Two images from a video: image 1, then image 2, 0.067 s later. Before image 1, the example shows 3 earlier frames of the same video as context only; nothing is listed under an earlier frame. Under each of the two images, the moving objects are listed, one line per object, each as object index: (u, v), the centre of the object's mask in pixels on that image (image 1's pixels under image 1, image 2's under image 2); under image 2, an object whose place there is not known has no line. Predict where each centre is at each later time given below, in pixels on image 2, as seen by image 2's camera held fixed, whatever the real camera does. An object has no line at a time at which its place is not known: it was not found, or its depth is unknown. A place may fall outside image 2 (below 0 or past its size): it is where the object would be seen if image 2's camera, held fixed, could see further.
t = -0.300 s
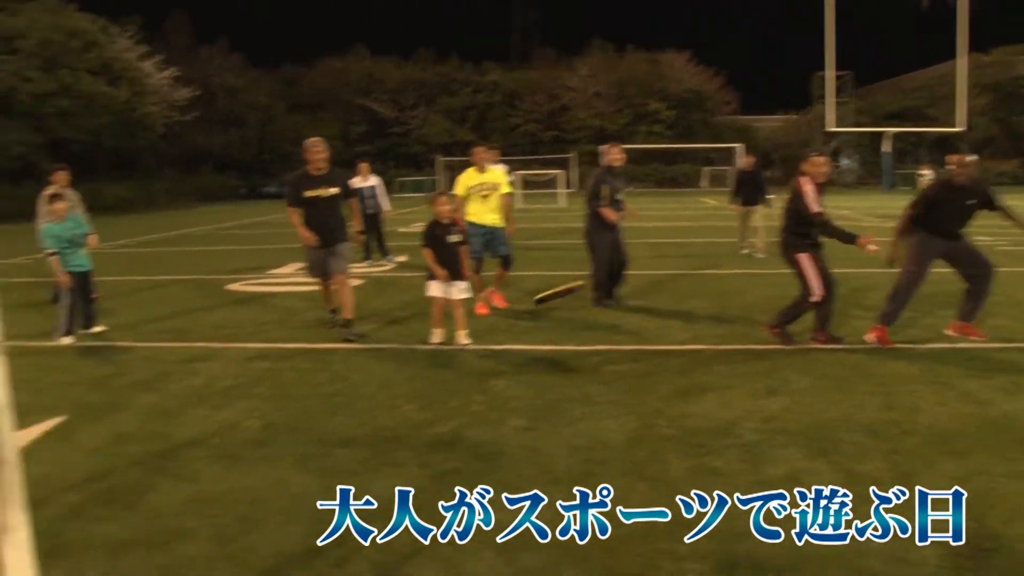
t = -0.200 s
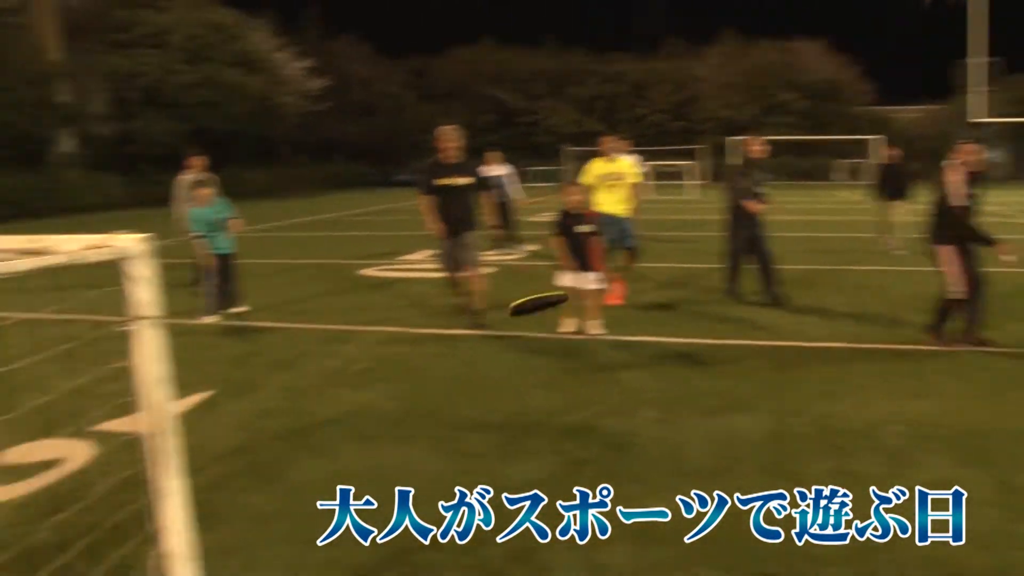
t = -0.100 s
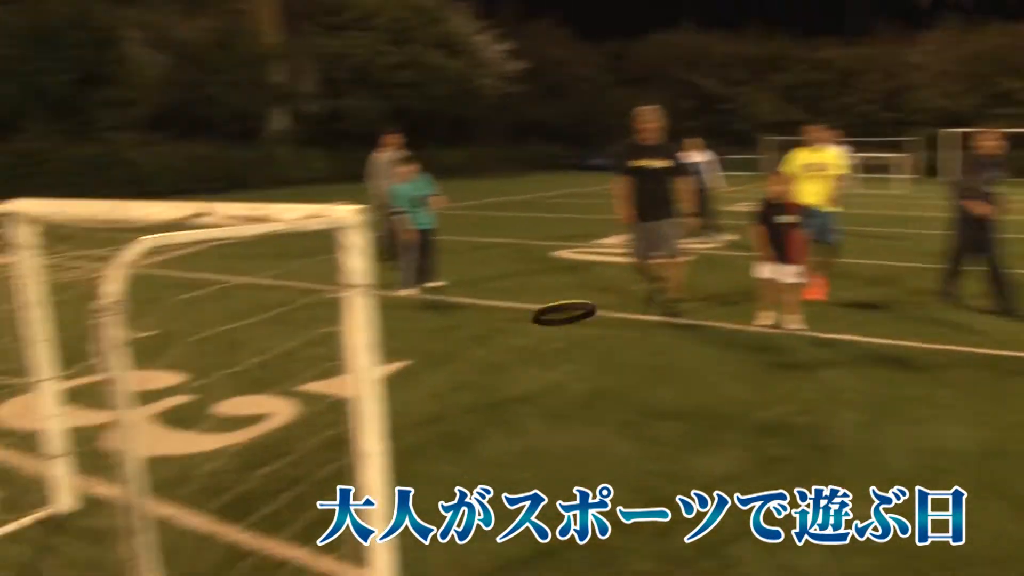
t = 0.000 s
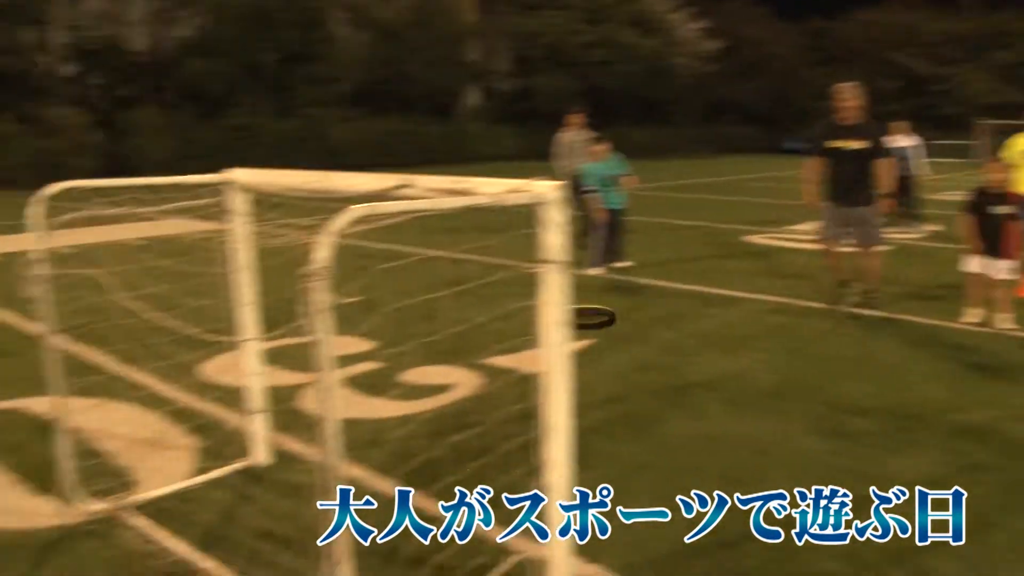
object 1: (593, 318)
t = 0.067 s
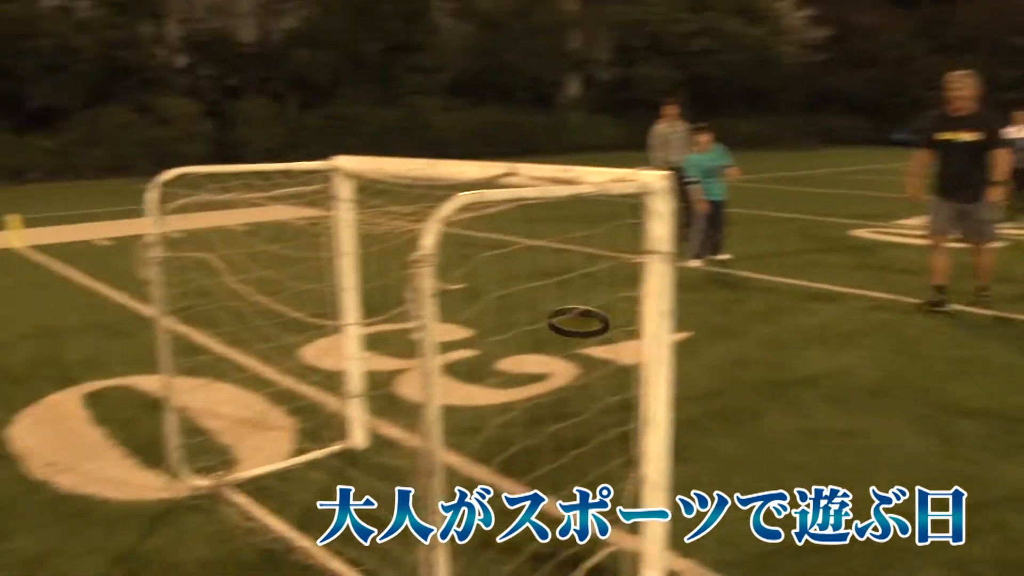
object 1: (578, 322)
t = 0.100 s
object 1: (532, 328)
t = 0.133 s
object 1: (490, 336)
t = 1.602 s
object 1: (41, 337)
